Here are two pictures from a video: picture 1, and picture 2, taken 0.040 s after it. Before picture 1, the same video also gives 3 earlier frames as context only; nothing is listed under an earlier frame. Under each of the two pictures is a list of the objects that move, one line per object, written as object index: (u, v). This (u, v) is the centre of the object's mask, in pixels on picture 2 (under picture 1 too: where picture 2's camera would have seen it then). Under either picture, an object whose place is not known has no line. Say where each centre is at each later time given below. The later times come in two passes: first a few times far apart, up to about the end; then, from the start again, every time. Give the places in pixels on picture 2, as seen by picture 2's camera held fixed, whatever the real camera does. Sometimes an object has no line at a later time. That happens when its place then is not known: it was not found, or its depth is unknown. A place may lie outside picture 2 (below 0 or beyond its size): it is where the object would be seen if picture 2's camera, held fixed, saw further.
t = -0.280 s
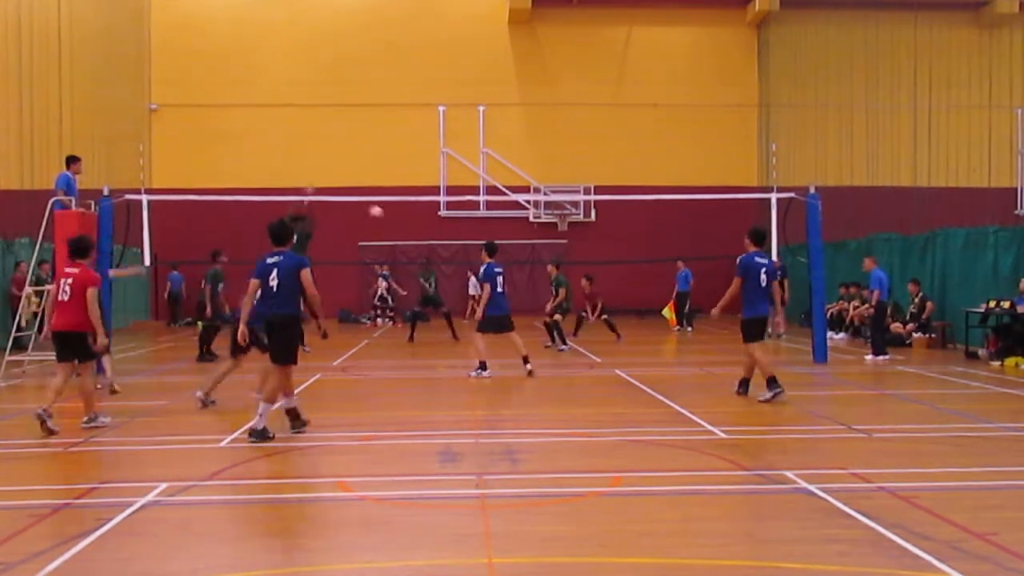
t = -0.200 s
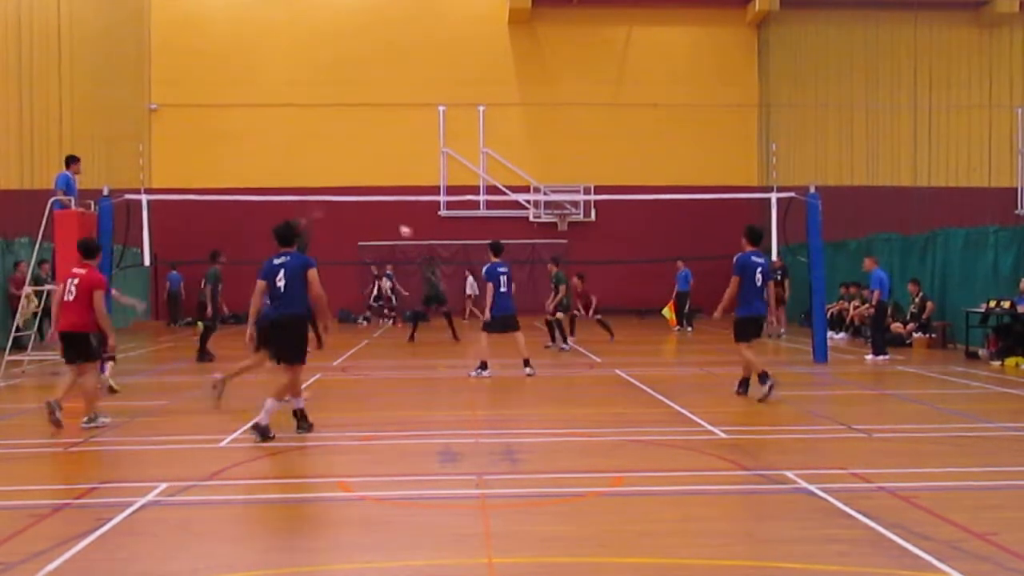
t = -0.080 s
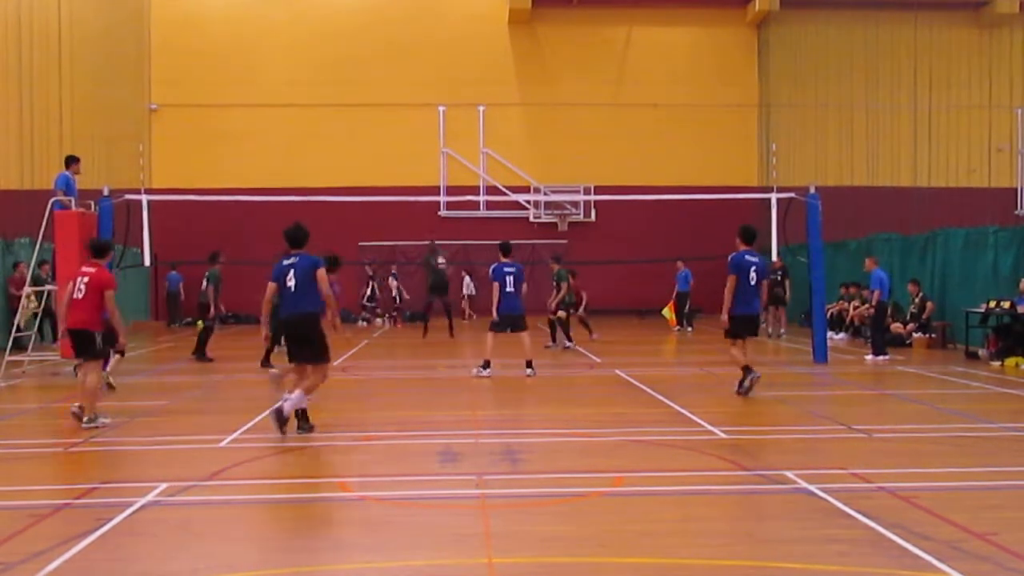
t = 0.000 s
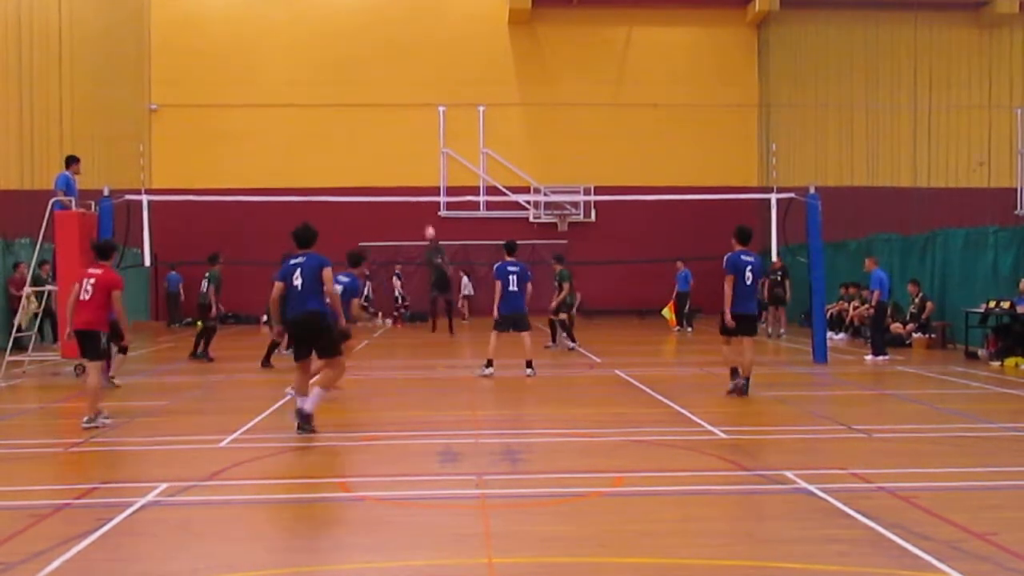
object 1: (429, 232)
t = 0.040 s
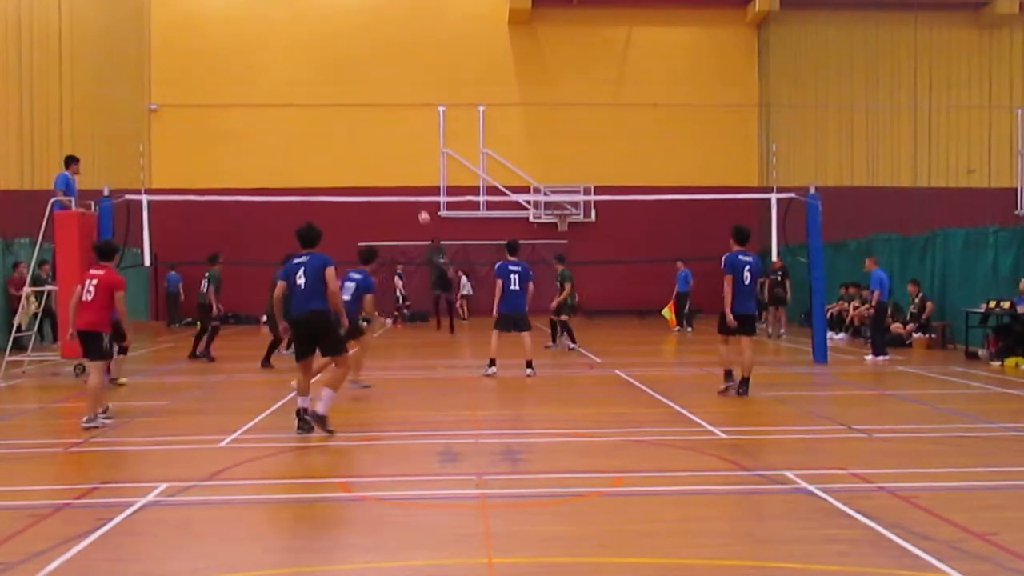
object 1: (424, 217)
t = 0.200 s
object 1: (400, 164)
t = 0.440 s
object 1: (363, 105)
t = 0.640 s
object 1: (330, 78)
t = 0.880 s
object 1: (291, 72)
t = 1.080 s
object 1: (256, 92)
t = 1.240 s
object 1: (226, 128)
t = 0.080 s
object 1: (418, 204)
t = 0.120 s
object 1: (411, 189)
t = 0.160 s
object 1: (405, 175)
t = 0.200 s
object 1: (400, 164)
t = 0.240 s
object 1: (394, 152)
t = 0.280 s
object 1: (388, 142)
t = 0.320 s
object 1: (380, 133)
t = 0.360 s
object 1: (375, 122)
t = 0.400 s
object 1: (368, 113)
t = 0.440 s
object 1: (363, 105)
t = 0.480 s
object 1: (356, 98)
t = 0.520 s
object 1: (351, 93)
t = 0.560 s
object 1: (343, 86)
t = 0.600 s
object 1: (338, 82)
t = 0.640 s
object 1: (330, 78)
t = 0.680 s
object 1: (325, 75)
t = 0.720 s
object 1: (318, 72)
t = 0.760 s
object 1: (311, 71)
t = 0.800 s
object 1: (305, 70)
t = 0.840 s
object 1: (298, 71)
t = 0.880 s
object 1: (291, 72)
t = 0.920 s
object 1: (284, 75)
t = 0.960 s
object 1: (277, 77)
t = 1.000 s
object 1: (271, 82)
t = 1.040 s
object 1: (263, 86)
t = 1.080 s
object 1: (256, 92)
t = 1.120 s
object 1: (249, 99)
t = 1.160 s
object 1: (241, 108)
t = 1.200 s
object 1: (234, 117)
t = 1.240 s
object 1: (226, 128)
